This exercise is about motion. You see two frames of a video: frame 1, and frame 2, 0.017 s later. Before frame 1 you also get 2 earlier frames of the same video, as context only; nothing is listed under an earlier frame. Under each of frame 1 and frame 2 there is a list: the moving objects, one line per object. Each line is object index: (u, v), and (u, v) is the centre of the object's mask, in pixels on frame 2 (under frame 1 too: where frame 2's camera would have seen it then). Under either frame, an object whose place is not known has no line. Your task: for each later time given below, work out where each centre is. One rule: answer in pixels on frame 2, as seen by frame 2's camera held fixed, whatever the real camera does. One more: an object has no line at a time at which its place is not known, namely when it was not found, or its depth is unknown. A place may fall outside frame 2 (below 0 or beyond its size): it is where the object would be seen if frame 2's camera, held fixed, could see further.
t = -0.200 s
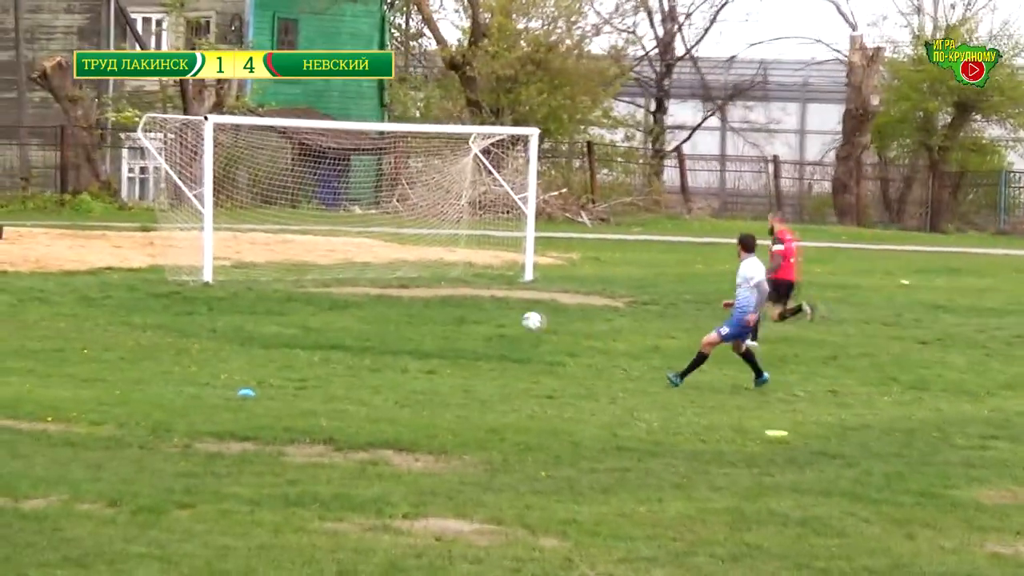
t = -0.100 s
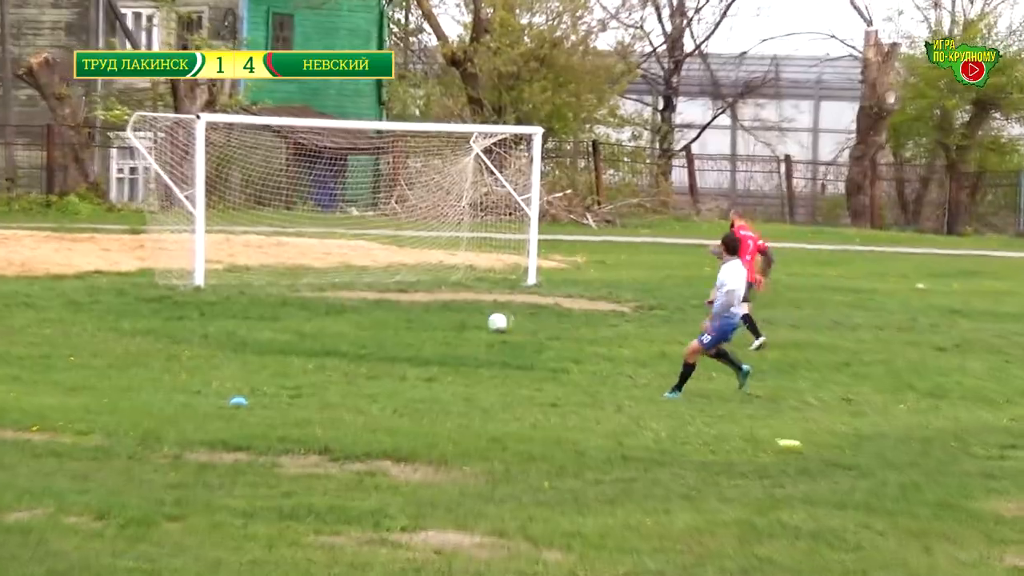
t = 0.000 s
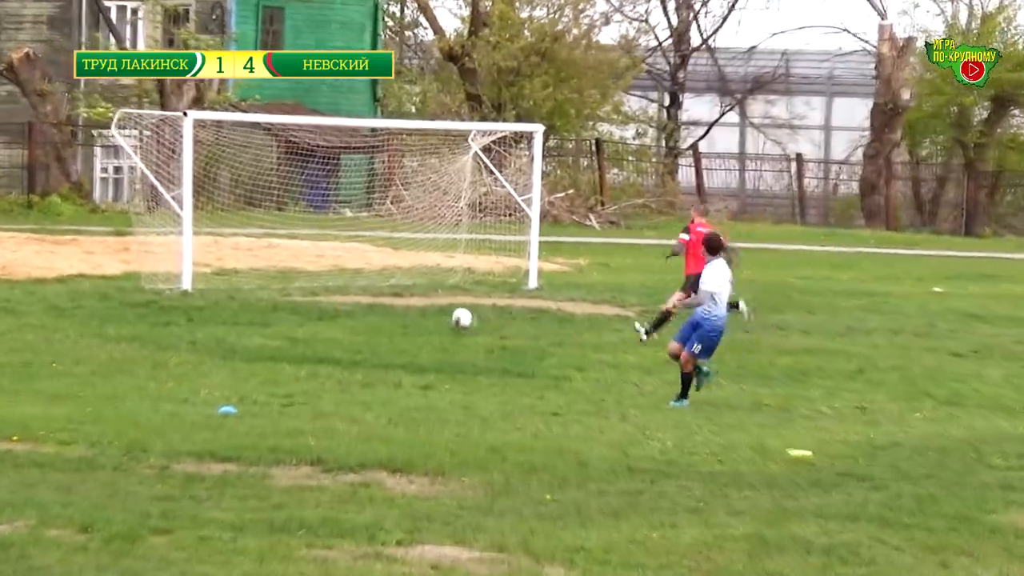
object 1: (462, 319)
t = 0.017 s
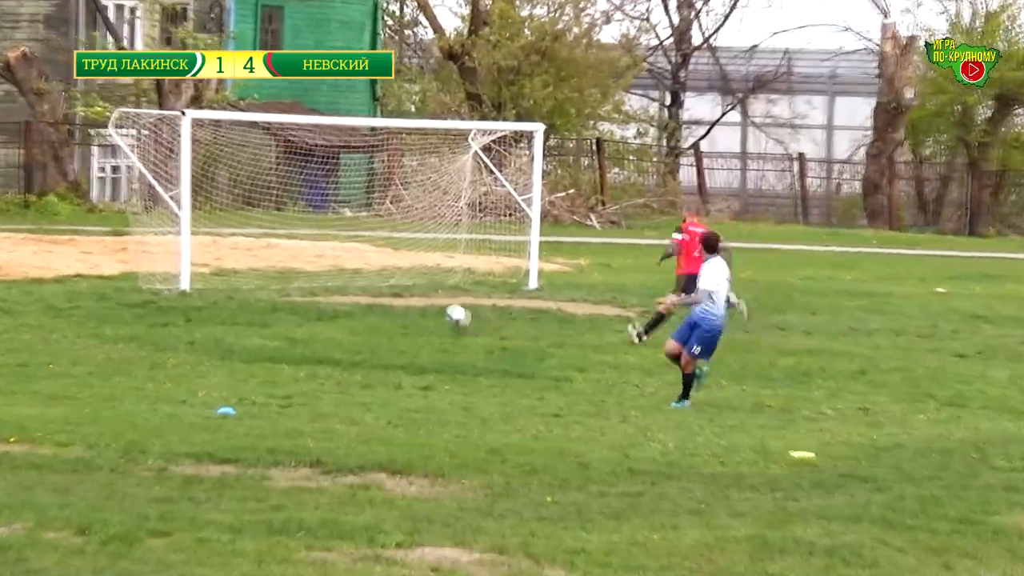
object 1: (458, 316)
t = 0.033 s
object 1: (451, 312)
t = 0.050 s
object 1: (446, 310)
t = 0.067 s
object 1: (439, 308)
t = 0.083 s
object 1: (433, 305)
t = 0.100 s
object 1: (426, 302)
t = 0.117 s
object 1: (421, 300)
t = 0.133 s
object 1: (416, 299)
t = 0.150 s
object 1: (410, 296)
